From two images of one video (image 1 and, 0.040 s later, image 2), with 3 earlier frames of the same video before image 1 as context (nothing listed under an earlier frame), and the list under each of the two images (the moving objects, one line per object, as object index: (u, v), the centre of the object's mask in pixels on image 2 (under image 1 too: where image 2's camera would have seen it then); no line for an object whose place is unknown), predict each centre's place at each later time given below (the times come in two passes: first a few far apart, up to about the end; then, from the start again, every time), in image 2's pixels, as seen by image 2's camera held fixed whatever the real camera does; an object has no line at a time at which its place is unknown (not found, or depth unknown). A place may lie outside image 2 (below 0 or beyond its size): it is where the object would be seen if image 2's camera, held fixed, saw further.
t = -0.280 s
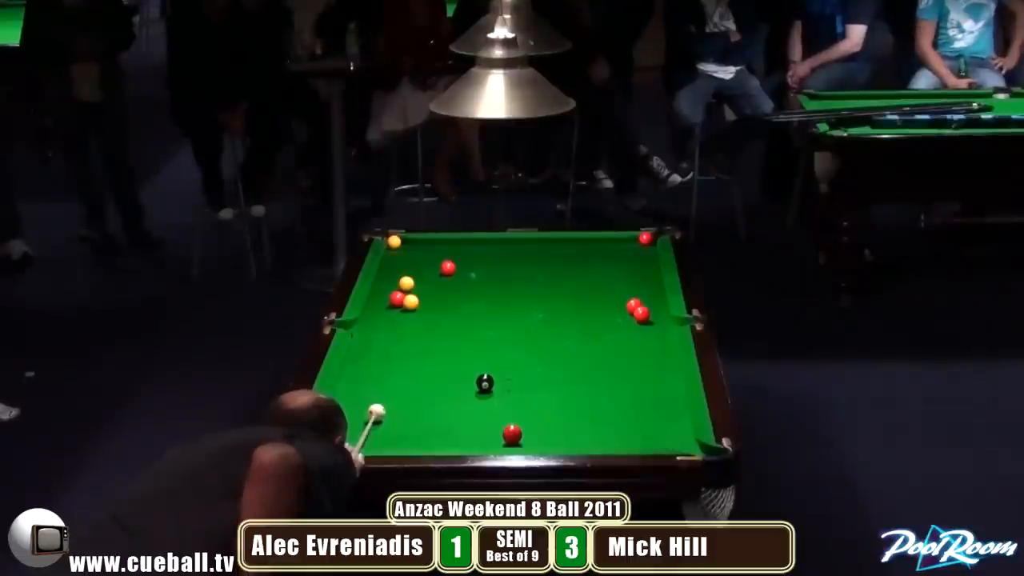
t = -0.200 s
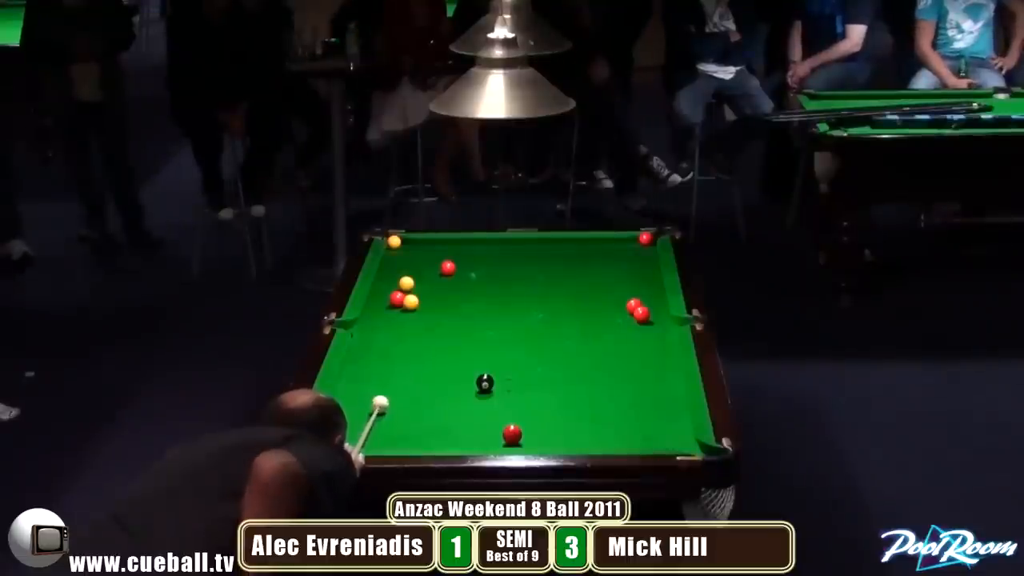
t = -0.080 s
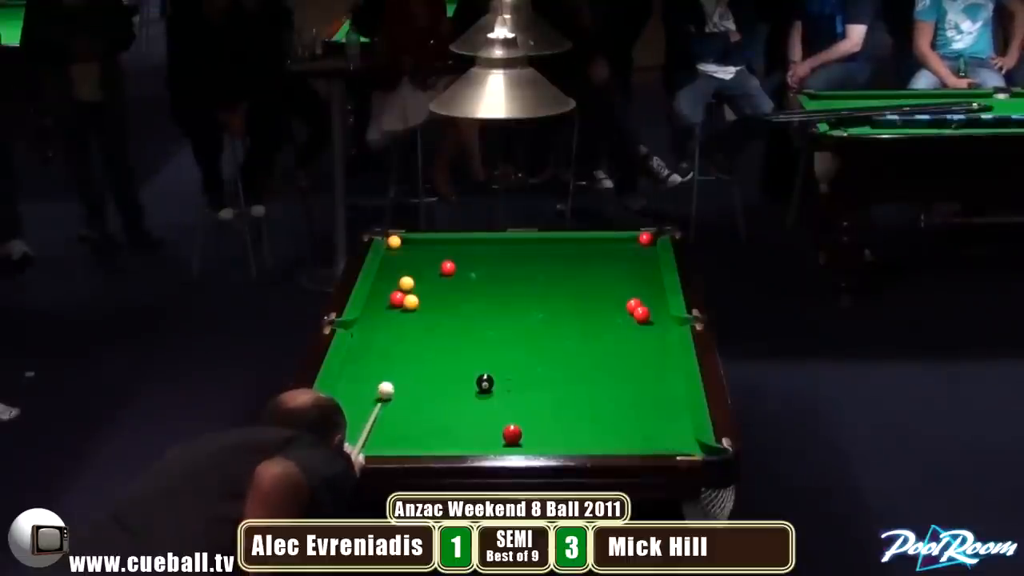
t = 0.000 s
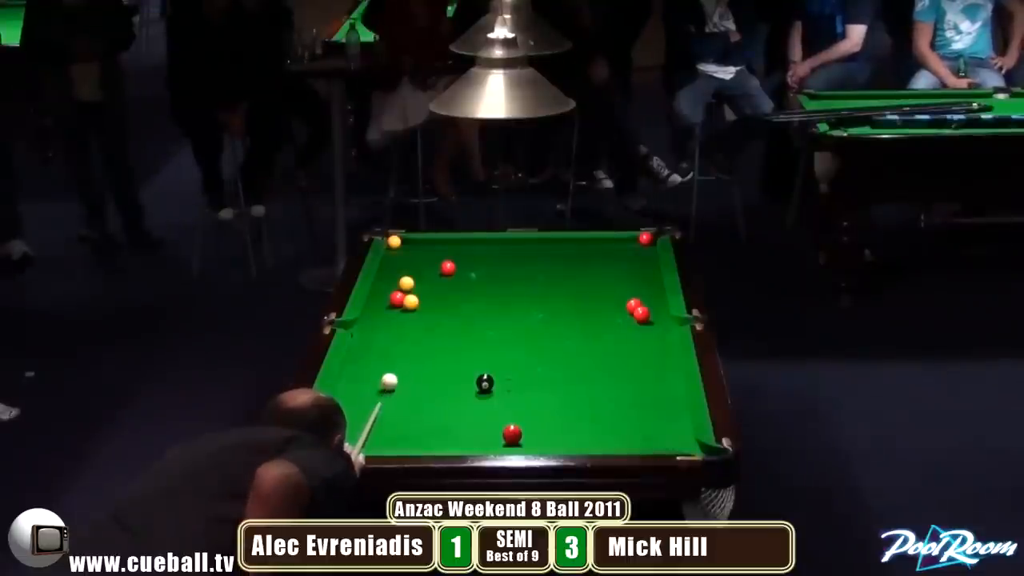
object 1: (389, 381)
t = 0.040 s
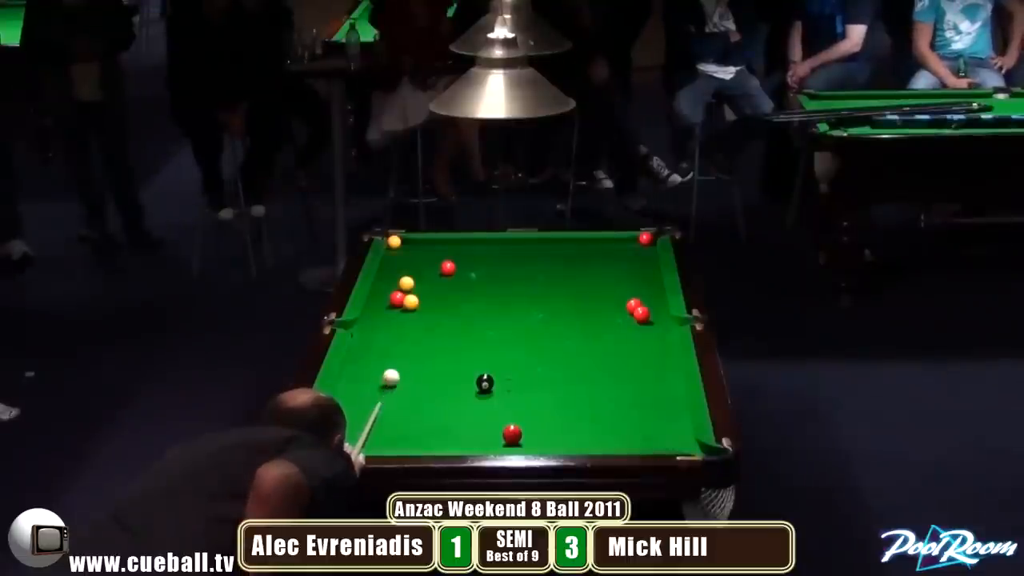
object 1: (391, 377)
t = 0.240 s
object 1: (399, 357)
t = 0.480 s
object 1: (407, 335)
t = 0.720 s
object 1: (414, 316)
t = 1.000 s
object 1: (433, 302)
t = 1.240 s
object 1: (454, 296)
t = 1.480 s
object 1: (473, 290)
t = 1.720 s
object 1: (491, 285)
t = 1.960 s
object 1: (506, 280)
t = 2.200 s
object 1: (520, 276)
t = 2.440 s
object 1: (533, 272)
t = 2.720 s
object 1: (545, 269)
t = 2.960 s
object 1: (555, 266)
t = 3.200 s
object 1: (563, 263)
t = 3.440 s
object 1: (570, 261)
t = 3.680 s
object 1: (576, 259)
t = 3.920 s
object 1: (581, 257)
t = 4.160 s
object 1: (584, 256)
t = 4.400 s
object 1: (587, 255)
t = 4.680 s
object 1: (588, 254)
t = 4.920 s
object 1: (588, 254)
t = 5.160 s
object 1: (588, 254)
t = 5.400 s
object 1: (588, 254)
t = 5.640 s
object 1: (588, 254)
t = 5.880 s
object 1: (588, 254)
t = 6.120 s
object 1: (588, 254)
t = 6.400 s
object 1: (588, 254)
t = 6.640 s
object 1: (588, 254)
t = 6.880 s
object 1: (588, 254)
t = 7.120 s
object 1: (588, 254)
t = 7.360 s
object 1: (588, 254)
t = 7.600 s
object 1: (588, 254)
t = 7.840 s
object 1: (588, 254)
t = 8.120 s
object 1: (588, 254)
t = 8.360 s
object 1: (588, 254)
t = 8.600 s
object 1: (588, 254)
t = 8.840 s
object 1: (588, 254)
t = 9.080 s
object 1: (588, 254)
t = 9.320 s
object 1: (588, 254)
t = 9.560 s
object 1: (588, 254)
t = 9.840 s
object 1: (588, 254)
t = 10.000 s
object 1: (588, 254)
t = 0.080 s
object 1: (392, 372)
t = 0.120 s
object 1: (394, 368)
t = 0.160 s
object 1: (396, 365)
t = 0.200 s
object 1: (397, 361)
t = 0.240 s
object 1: (399, 357)
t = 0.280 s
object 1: (400, 353)
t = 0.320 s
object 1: (402, 349)
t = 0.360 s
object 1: (403, 346)
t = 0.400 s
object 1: (404, 342)
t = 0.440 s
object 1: (406, 338)
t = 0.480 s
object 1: (407, 335)
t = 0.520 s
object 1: (409, 332)
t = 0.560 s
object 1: (410, 328)
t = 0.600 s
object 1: (411, 325)
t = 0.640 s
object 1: (412, 322)
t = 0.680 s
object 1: (413, 319)
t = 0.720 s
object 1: (414, 316)
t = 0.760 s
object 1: (415, 313)
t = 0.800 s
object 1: (417, 309)
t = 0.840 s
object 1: (418, 307)
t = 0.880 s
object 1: (422, 306)
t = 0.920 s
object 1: (426, 305)
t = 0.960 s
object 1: (430, 304)
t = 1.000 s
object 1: (433, 302)
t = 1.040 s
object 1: (437, 301)
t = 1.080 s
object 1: (440, 300)
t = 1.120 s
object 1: (444, 299)
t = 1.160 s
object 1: (447, 298)
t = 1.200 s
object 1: (451, 297)
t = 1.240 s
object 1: (454, 296)
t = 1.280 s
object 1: (458, 295)
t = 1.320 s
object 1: (461, 294)
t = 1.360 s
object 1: (464, 293)
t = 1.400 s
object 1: (467, 292)
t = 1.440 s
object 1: (470, 291)
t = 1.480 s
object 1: (473, 290)
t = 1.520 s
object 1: (476, 289)
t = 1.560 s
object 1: (479, 289)
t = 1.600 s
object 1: (482, 288)
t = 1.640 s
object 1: (485, 287)
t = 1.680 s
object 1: (488, 286)
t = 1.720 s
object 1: (491, 285)
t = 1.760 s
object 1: (493, 284)
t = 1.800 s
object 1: (496, 284)
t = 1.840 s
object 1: (499, 283)
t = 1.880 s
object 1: (501, 282)
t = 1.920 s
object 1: (504, 281)
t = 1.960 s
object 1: (506, 280)
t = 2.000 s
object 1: (508, 280)
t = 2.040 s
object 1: (511, 279)
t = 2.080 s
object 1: (513, 278)
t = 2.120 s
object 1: (515, 278)
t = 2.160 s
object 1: (518, 277)
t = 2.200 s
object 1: (520, 276)
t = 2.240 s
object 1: (522, 276)
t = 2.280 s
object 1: (524, 275)
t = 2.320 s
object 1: (526, 274)
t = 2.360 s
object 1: (529, 274)
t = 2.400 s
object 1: (530, 273)
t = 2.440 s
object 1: (533, 272)
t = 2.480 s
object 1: (534, 272)
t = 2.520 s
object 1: (536, 271)
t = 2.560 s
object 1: (538, 271)
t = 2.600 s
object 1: (540, 270)
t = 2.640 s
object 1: (542, 270)
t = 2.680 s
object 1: (544, 269)
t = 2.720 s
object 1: (545, 269)
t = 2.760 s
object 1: (547, 268)
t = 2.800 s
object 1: (549, 267)
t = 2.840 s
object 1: (551, 267)
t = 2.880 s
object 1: (552, 267)
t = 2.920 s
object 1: (553, 266)
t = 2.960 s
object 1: (555, 266)
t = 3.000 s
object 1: (556, 265)
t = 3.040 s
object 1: (558, 265)
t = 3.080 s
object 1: (559, 264)
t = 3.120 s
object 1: (561, 264)
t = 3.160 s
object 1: (562, 263)
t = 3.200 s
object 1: (563, 263)
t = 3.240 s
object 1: (564, 263)
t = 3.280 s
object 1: (566, 262)
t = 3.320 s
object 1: (567, 262)
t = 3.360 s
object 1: (568, 262)
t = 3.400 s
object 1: (569, 261)
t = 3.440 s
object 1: (570, 261)
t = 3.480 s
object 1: (571, 260)
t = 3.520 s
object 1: (572, 260)
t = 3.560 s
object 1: (573, 260)
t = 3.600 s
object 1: (574, 259)
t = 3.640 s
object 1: (575, 259)
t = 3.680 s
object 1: (576, 259)
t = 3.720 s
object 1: (577, 258)
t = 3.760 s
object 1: (578, 258)
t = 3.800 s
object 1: (578, 258)
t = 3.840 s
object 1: (579, 258)
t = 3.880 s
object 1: (580, 257)
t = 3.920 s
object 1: (581, 257)
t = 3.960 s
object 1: (581, 257)
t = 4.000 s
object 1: (582, 256)
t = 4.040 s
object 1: (583, 256)
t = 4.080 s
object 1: (583, 256)
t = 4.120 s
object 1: (584, 256)
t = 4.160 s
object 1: (584, 256)
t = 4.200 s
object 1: (585, 256)
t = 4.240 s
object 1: (585, 255)
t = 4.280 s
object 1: (586, 255)
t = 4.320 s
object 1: (586, 255)
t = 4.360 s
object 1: (587, 255)
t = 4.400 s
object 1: (587, 255)
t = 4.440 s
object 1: (587, 255)
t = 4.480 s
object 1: (588, 255)
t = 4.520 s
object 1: (588, 254)
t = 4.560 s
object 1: (588, 254)
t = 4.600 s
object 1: (588, 254)
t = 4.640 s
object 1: (588, 254)
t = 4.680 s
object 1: (588, 254)
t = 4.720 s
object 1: (588, 254)
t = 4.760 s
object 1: (588, 254)
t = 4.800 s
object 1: (588, 254)
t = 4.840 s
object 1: (588, 254)
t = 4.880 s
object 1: (588, 254)
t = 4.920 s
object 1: (588, 254)
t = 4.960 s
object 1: (588, 254)
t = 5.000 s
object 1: (588, 254)
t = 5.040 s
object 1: (588, 254)
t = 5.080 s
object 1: (588, 254)
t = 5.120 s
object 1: (588, 254)
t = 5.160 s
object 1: (588, 254)
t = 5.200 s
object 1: (588, 254)
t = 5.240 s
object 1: (588, 254)
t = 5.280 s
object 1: (588, 254)
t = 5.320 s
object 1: (588, 254)
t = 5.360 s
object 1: (588, 254)
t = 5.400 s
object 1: (588, 254)
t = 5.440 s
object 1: (588, 254)
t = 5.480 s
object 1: (588, 254)
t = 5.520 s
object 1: (588, 254)
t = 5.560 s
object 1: (588, 254)
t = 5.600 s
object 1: (588, 254)
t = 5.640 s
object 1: (588, 254)
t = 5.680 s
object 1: (588, 254)
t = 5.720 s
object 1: (588, 254)
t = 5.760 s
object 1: (588, 254)
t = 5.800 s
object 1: (588, 254)
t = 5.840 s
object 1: (588, 254)
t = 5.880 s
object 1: (588, 254)
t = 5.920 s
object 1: (588, 254)
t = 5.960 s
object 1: (588, 254)
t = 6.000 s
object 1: (588, 254)
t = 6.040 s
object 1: (588, 254)
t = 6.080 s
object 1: (588, 254)
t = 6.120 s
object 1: (588, 254)
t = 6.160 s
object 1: (588, 254)
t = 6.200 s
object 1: (588, 254)
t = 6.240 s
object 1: (588, 254)
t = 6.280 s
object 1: (588, 254)
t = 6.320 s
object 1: (588, 254)
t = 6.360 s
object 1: (588, 254)
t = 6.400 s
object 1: (588, 254)
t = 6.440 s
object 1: (588, 254)
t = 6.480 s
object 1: (588, 254)
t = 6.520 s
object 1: (588, 254)
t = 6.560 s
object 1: (588, 254)
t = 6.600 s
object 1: (588, 254)
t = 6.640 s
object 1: (588, 254)
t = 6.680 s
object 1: (588, 254)
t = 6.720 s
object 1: (588, 254)
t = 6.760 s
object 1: (588, 254)
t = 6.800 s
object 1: (588, 254)
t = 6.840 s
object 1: (588, 254)
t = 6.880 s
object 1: (588, 254)
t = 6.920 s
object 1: (588, 254)
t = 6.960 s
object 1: (588, 254)
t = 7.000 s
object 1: (588, 254)
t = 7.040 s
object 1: (588, 254)
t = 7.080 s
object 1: (588, 254)
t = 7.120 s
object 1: (588, 254)
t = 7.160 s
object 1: (588, 254)
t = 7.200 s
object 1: (588, 254)
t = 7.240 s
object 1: (588, 254)
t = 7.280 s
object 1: (588, 254)
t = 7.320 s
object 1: (588, 254)
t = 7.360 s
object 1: (588, 254)
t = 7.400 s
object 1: (588, 254)
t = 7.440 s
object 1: (589, 254)
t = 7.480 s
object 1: (589, 254)
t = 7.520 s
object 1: (588, 254)
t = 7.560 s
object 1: (588, 254)
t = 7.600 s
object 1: (588, 254)
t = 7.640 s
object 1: (588, 254)
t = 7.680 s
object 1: (588, 254)
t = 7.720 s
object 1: (588, 254)
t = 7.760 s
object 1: (588, 254)
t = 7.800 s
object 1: (588, 254)
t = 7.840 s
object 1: (588, 254)
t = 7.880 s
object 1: (588, 254)
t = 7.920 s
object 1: (588, 254)
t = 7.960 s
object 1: (588, 254)
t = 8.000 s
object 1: (588, 254)
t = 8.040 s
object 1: (588, 254)
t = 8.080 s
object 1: (588, 254)
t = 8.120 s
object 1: (588, 254)
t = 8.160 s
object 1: (588, 254)
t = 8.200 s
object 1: (588, 254)
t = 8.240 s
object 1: (588, 254)
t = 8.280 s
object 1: (588, 254)
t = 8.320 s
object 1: (588, 254)
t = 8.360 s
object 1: (588, 254)
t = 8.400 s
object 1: (588, 254)
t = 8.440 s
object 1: (588, 254)
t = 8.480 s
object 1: (588, 254)
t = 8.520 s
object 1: (588, 254)
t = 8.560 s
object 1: (588, 254)
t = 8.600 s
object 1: (588, 254)
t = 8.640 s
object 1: (588, 254)
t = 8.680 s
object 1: (588, 254)
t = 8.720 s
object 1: (588, 254)
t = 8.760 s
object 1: (588, 254)
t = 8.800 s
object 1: (588, 254)
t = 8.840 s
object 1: (588, 254)
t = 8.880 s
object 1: (588, 254)
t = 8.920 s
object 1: (588, 255)
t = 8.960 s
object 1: (588, 254)
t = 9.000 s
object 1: (588, 254)
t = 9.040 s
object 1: (588, 255)
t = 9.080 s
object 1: (588, 254)
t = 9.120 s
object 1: (588, 254)
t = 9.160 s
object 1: (588, 254)
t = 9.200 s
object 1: (588, 254)
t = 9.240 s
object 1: (588, 254)
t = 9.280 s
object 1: (588, 254)
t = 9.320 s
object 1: (588, 254)
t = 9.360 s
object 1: (588, 254)
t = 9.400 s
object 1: (588, 254)
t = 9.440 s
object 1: (588, 254)
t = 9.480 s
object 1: (588, 254)
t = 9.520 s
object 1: (588, 254)
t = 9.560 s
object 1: (588, 254)
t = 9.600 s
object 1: (588, 254)
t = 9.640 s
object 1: (588, 254)
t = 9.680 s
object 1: (588, 254)
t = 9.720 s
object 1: (588, 254)
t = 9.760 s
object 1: (588, 254)
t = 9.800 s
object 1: (588, 254)
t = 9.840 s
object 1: (588, 254)
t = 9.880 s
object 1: (588, 254)
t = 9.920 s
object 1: (588, 254)
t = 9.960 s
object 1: (588, 254)
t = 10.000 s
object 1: (588, 254)
